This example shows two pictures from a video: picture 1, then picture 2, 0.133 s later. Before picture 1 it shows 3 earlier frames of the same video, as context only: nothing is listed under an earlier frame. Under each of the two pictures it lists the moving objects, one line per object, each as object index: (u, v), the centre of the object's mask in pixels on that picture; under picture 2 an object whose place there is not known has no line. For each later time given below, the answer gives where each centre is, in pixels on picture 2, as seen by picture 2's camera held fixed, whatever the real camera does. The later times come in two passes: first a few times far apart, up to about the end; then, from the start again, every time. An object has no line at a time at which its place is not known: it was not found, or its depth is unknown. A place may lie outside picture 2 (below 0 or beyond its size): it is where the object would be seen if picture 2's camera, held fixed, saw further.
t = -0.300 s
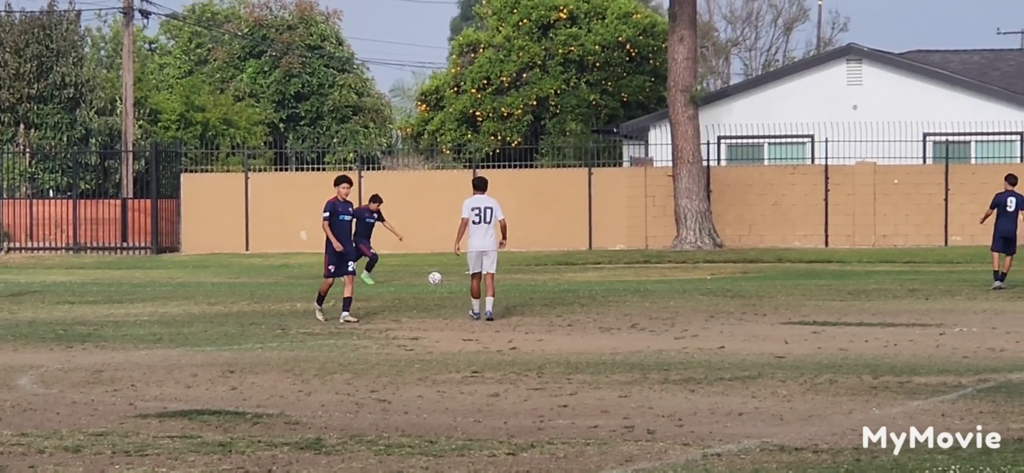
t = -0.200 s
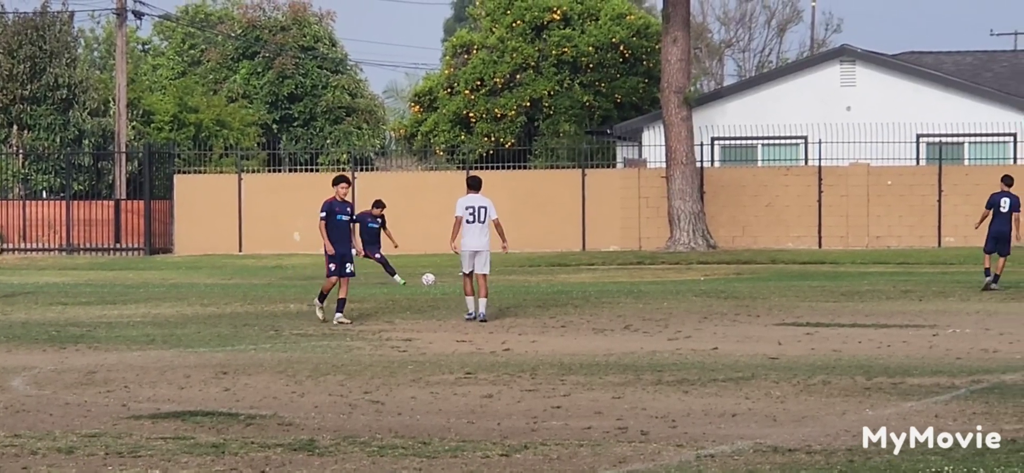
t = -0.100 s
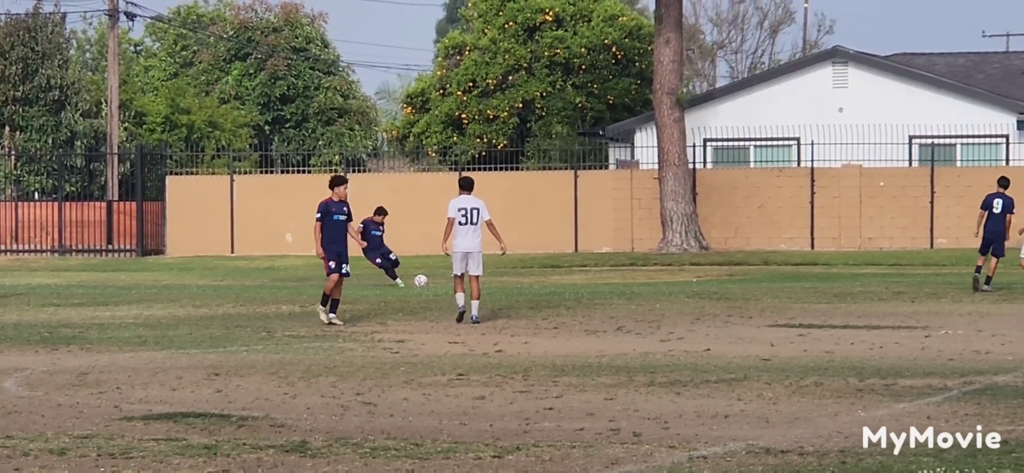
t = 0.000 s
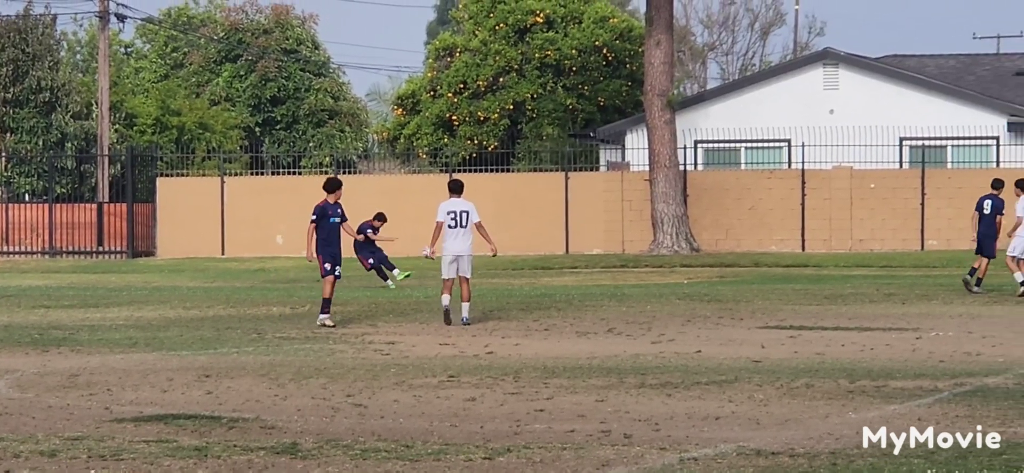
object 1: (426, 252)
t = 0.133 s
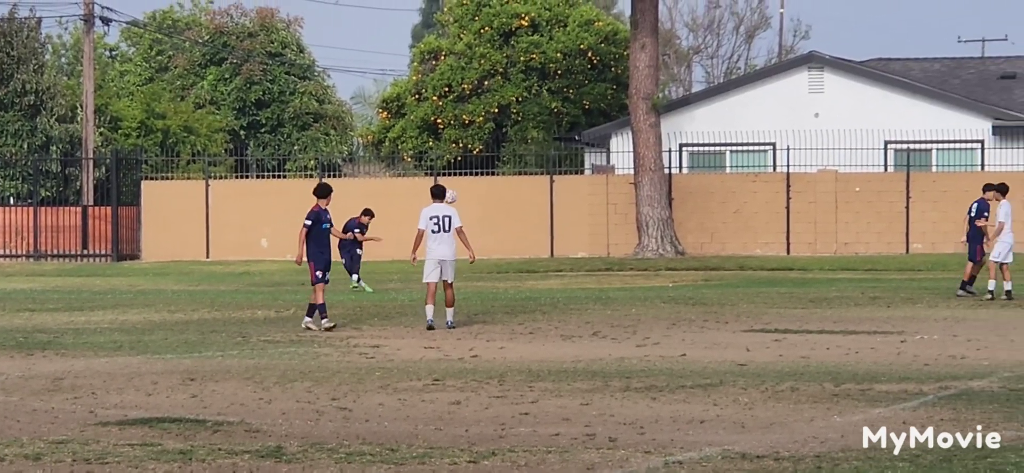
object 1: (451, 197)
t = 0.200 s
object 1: (469, 169)
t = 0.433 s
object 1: (542, 78)
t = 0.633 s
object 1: (613, 18)
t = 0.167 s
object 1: (459, 183)
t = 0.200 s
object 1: (469, 169)
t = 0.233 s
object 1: (480, 155)
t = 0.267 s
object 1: (490, 142)
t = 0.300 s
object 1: (501, 128)
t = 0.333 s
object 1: (511, 115)
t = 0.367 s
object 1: (521, 101)
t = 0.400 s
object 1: (531, 90)
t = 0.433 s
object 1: (542, 78)
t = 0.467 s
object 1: (553, 68)
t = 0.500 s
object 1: (564, 57)
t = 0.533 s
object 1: (576, 47)
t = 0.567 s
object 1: (588, 37)
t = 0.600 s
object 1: (600, 28)
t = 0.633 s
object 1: (613, 18)
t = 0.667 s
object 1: (626, 11)
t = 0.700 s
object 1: (638, 2)
